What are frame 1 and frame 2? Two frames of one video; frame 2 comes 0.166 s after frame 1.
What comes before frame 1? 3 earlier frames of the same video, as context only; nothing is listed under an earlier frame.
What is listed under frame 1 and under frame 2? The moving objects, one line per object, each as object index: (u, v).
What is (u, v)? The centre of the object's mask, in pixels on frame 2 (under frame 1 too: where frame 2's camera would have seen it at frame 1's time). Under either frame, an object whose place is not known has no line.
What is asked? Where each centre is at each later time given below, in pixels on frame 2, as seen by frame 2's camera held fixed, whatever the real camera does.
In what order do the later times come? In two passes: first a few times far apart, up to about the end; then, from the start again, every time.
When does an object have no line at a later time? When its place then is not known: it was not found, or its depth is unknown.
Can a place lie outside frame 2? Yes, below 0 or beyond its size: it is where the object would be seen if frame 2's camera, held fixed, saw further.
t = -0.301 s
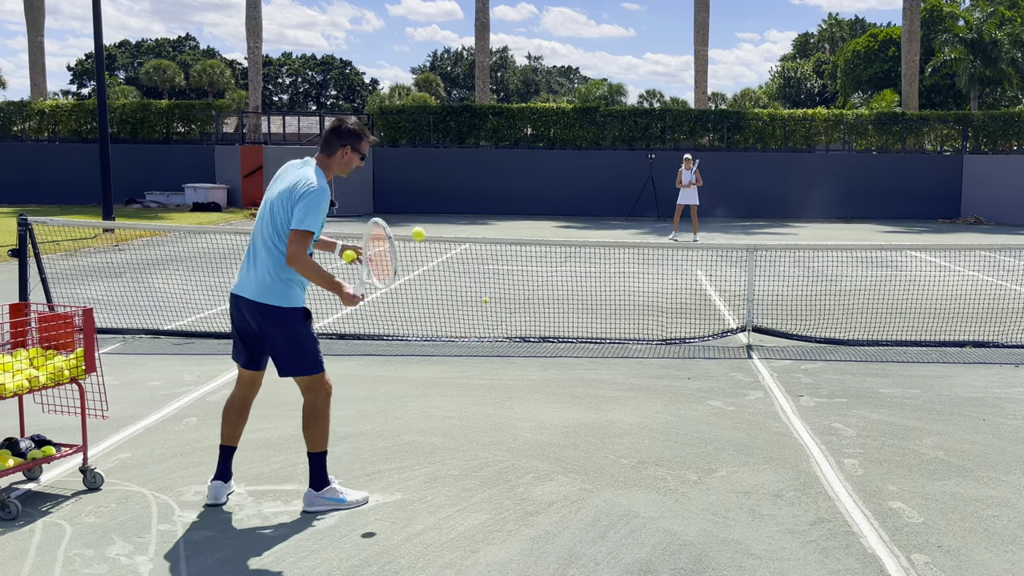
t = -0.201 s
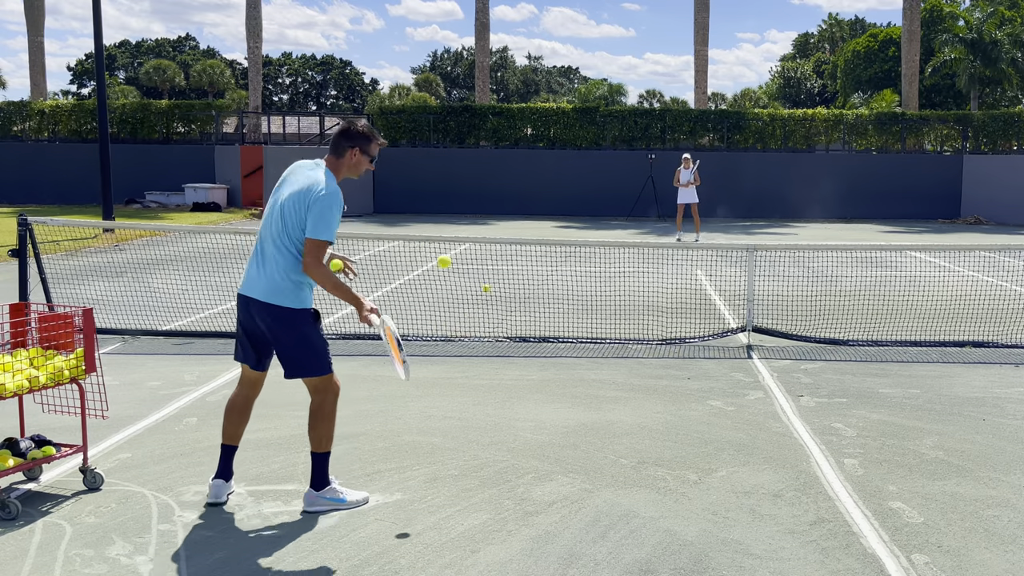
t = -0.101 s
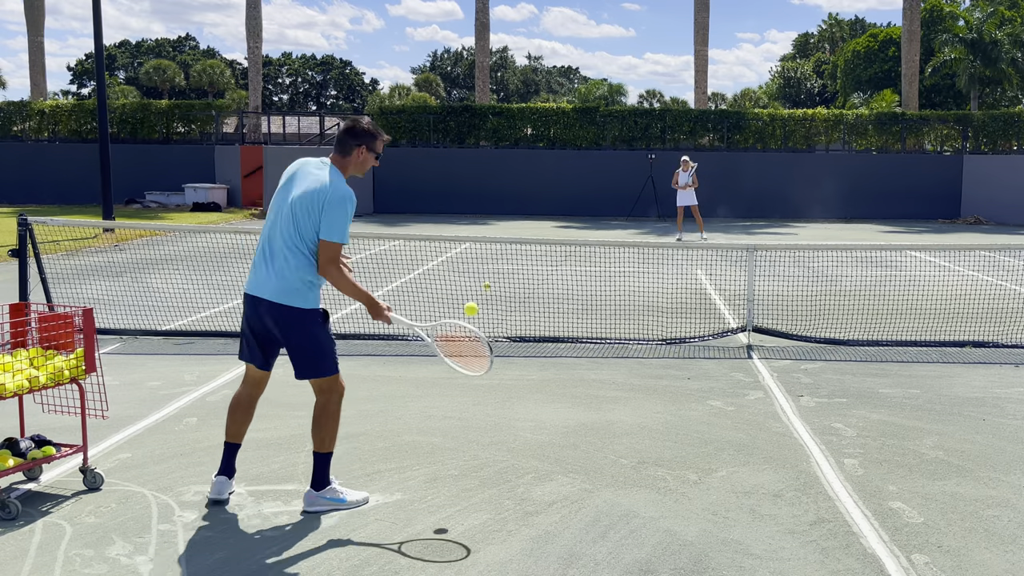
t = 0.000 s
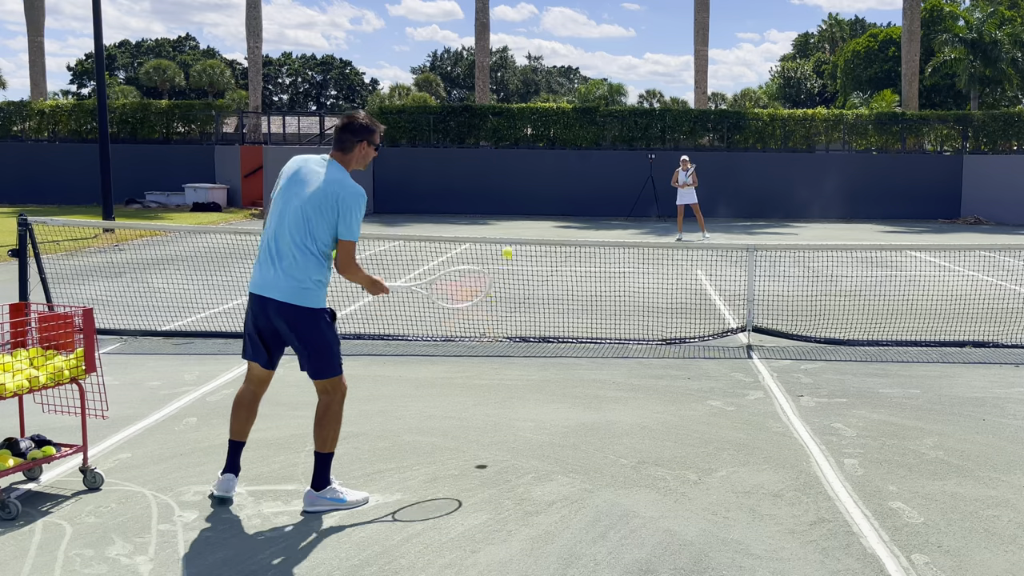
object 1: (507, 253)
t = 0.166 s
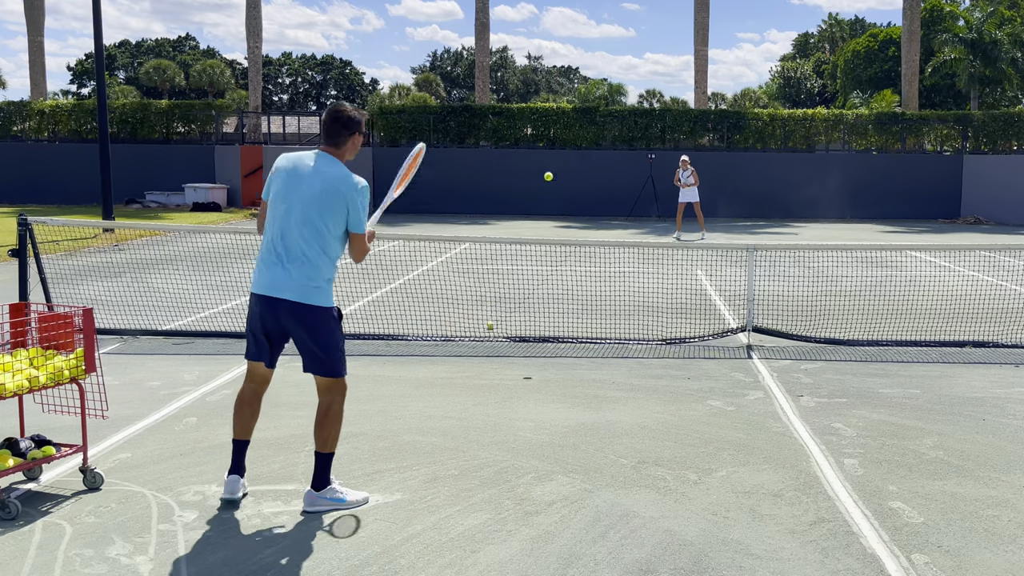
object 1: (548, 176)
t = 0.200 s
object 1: (554, 170)
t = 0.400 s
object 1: (578, 164)
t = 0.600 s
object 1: (594, 187)
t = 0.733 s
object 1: (602, 212)
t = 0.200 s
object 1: (554, 170)
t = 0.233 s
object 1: (559, 166)
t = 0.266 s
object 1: (563, 163)
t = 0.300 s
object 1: (568, 161)
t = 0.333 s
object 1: (571, 161)
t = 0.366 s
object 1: (575, 162)
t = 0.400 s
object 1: (578, 164)
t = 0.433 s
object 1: (581, 166)
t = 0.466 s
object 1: (584, 169)
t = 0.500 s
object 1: (587, 173)
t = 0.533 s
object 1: (589, 177)
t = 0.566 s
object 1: (592, 182)
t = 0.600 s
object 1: (594, 187)
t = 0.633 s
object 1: (596, 193)
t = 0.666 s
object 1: (598, 199)
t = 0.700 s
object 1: (600, 205)
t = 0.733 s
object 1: (602, 212)
